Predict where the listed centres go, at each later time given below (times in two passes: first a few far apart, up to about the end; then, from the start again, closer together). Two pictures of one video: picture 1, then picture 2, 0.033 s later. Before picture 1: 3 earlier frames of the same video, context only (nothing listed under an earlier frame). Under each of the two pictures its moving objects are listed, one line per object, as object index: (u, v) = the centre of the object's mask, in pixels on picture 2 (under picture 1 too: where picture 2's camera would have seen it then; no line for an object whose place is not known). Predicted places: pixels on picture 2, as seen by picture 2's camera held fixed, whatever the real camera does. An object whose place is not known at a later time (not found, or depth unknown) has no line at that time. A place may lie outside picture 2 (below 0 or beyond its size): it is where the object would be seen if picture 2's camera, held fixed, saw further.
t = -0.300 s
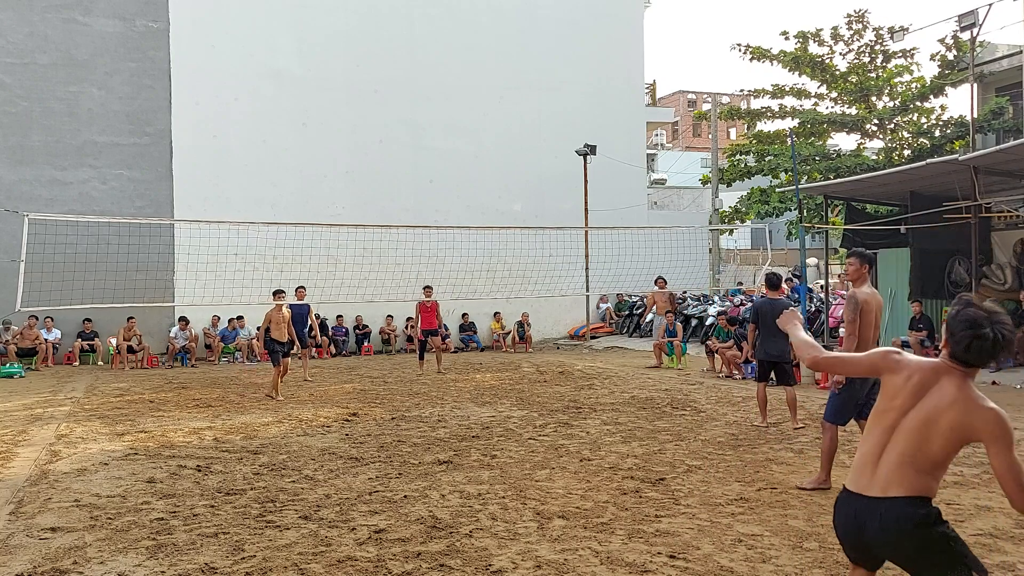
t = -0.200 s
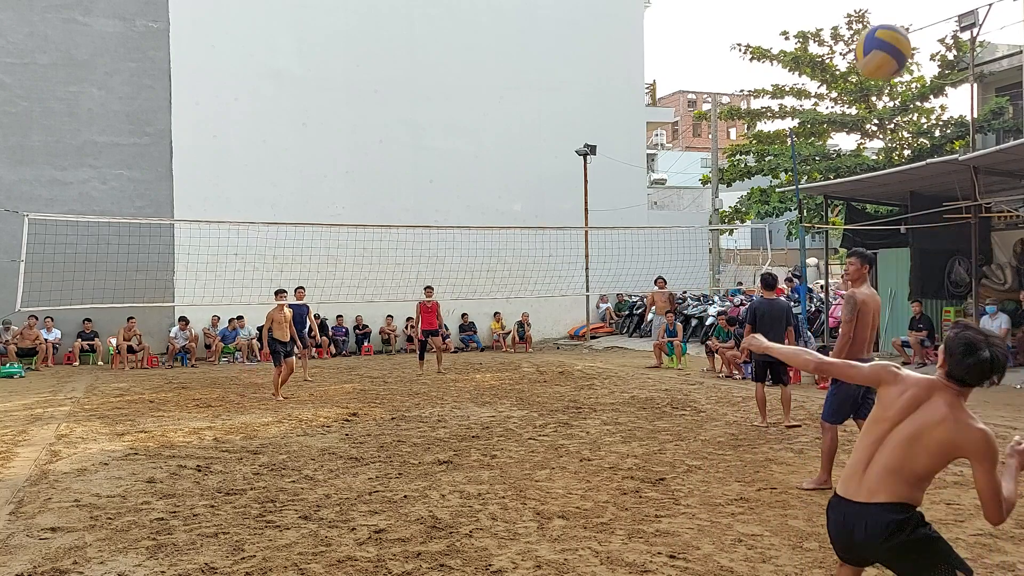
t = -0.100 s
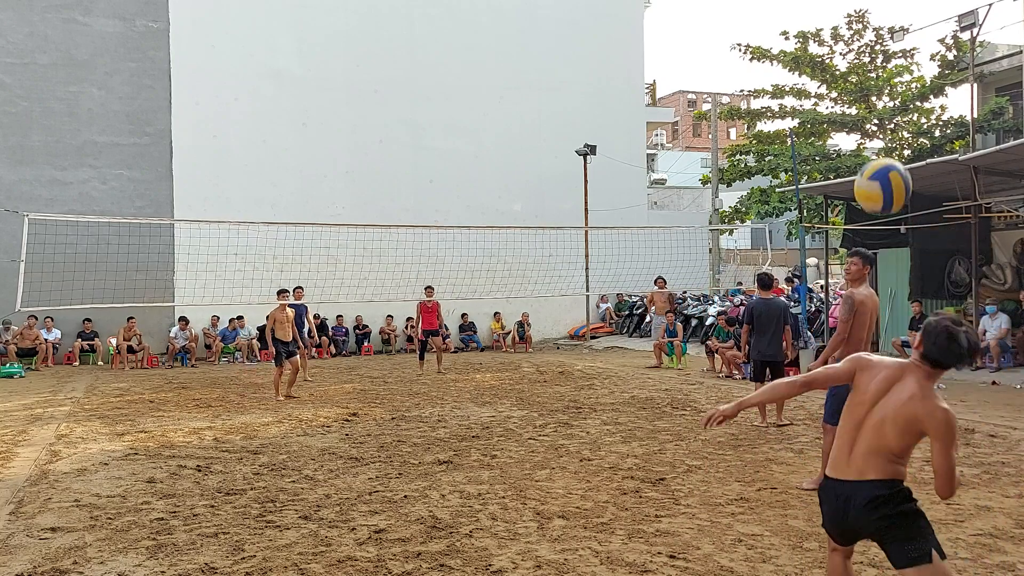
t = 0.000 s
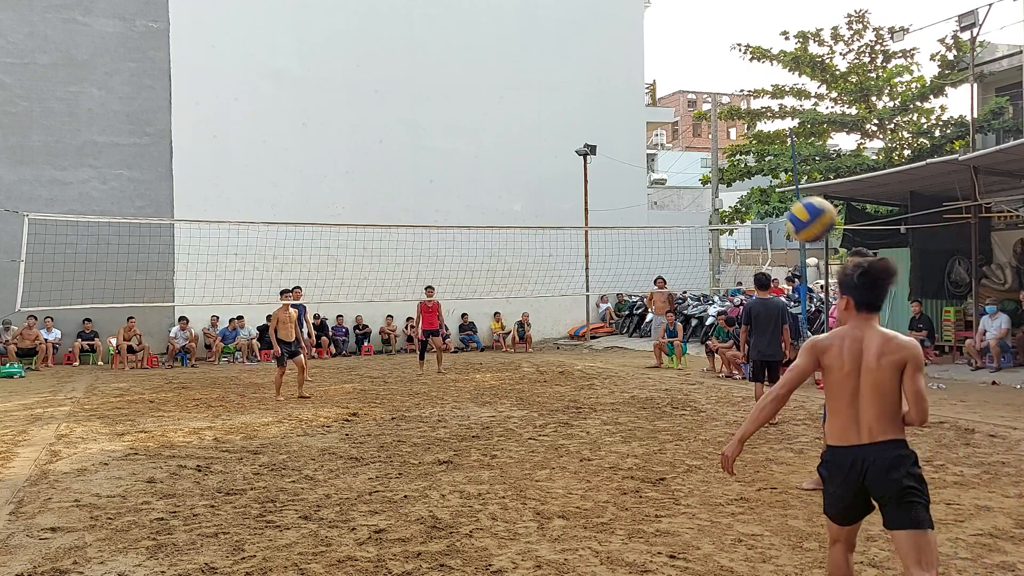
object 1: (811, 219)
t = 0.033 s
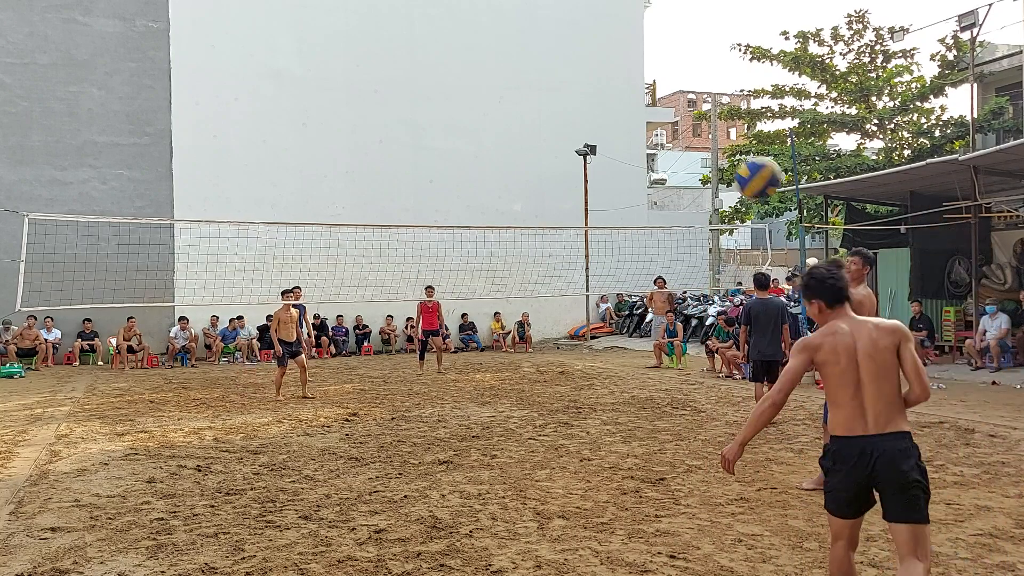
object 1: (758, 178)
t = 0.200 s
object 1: (576, 52)
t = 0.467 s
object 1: (423, 6)
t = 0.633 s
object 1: (366, 15)
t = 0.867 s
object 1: (312, 65)
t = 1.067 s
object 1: (280, 124)
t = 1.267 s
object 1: (255, 192)
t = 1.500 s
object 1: (231, 282)
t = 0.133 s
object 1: (636, 89)
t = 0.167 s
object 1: (604, 69)
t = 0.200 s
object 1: (576, 52)
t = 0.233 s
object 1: (551, 38)
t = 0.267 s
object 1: (527, 27)
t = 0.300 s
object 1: (506, 18)
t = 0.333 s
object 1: (487, 12)
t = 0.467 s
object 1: (423, 6)
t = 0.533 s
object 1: (398, 7)
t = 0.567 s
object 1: (387, 8)
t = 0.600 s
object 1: (376, 10)
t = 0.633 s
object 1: (366, 15)
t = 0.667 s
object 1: (356, 20)
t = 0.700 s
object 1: (347, 27)
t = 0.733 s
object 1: (340, 33)
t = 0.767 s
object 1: (332, 40)
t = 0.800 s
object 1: (325, 48)
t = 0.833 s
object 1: (318, 56)
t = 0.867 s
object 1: (312, 65)
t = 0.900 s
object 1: (306, 74)
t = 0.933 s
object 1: (301, 83)
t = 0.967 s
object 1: (295, 93)
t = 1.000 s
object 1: (290, 103)
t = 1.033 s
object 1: (285, 113)
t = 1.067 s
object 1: (280, 124)
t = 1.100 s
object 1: (275, 134)
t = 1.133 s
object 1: (271, 145)
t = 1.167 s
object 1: (267, 157)
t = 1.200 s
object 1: (262, 168)
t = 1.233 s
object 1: (259, 180)
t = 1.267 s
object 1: (255, 192)
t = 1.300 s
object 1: (251, 204)
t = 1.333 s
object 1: (247, 216)
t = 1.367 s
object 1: (244, 230)
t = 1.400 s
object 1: (240, 242)
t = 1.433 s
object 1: (237, 255)
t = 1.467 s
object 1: (234, 268)
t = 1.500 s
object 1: (231, 282)
